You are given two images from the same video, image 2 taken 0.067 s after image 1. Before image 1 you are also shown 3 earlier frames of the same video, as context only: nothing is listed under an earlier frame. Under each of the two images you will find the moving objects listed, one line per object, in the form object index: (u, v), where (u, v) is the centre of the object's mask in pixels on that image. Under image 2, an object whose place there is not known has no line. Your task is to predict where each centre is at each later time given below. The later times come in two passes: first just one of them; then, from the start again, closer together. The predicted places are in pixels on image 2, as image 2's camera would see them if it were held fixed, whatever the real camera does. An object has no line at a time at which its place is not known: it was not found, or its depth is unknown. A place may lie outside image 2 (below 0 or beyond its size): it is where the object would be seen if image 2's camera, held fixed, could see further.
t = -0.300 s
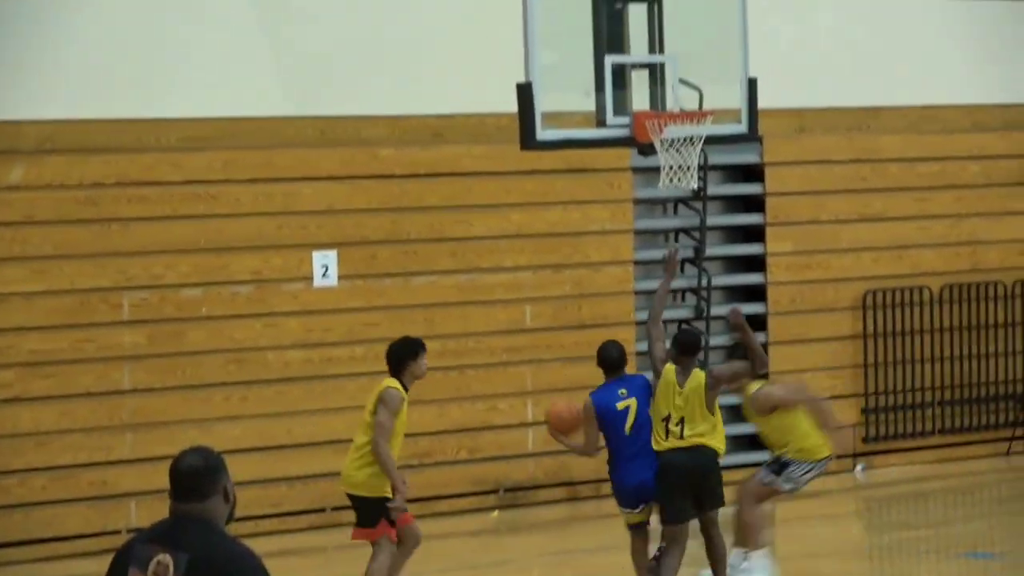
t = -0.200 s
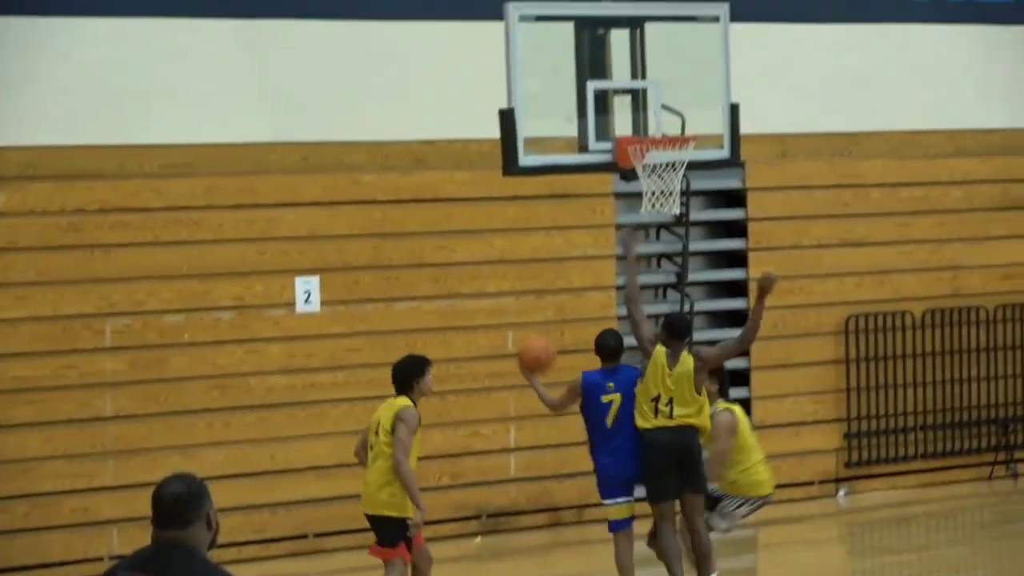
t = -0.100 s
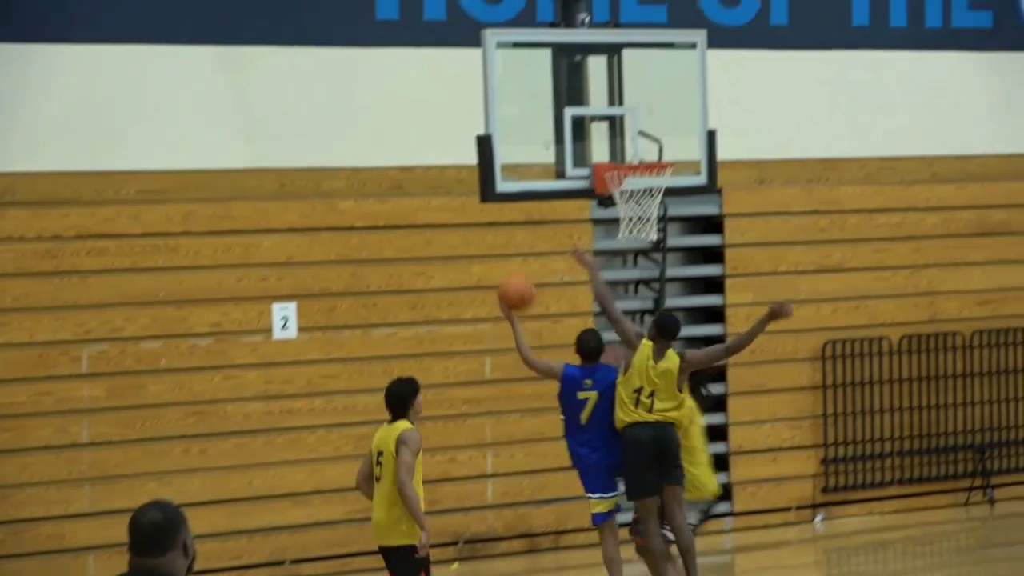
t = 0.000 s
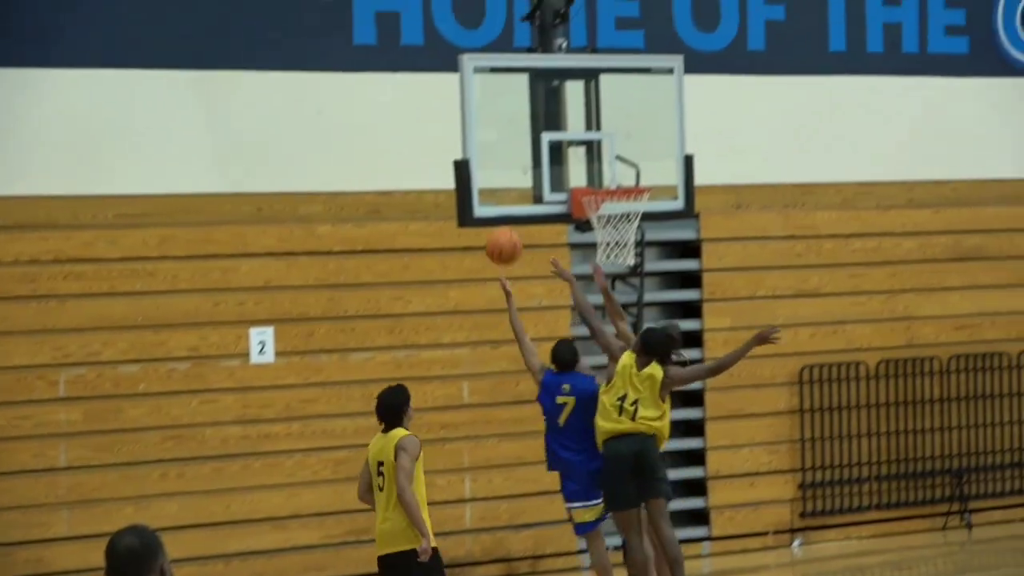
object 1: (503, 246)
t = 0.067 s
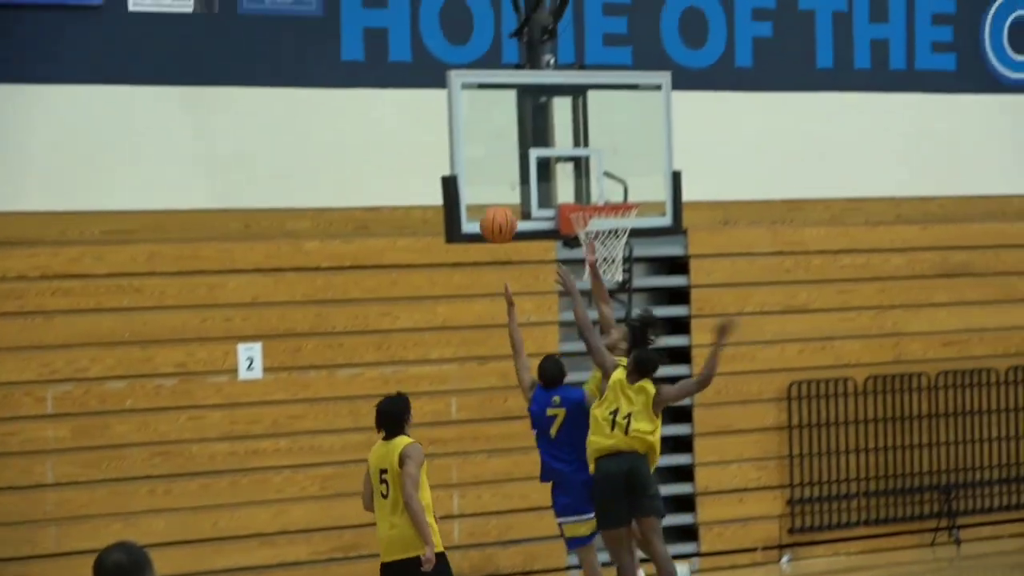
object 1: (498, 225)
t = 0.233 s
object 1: (518, 160)
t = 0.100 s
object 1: (502, 209)
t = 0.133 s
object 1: (505, 194)
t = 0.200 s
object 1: (514, 170)
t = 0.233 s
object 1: (518, 160)
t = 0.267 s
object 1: (522, 153)
